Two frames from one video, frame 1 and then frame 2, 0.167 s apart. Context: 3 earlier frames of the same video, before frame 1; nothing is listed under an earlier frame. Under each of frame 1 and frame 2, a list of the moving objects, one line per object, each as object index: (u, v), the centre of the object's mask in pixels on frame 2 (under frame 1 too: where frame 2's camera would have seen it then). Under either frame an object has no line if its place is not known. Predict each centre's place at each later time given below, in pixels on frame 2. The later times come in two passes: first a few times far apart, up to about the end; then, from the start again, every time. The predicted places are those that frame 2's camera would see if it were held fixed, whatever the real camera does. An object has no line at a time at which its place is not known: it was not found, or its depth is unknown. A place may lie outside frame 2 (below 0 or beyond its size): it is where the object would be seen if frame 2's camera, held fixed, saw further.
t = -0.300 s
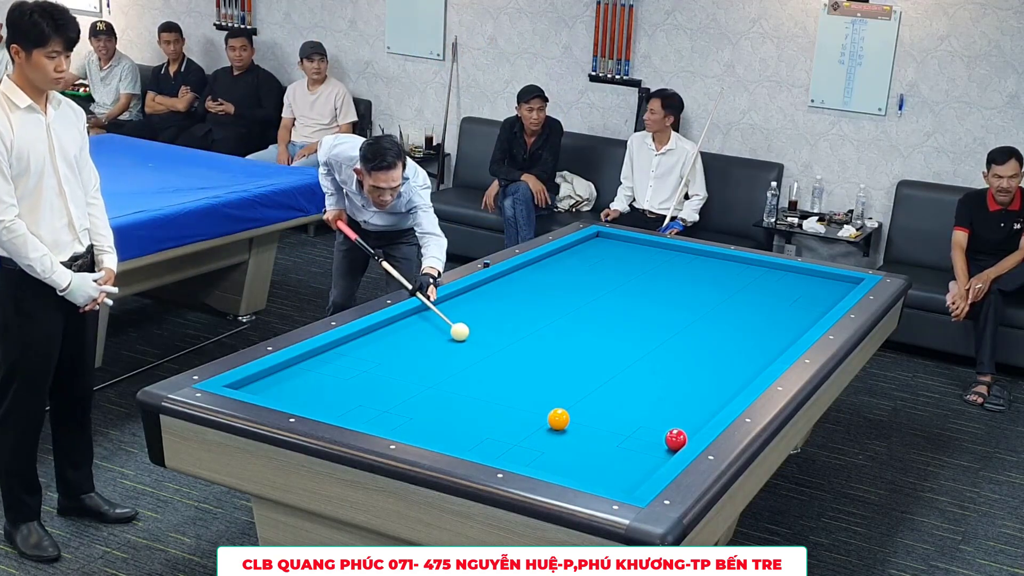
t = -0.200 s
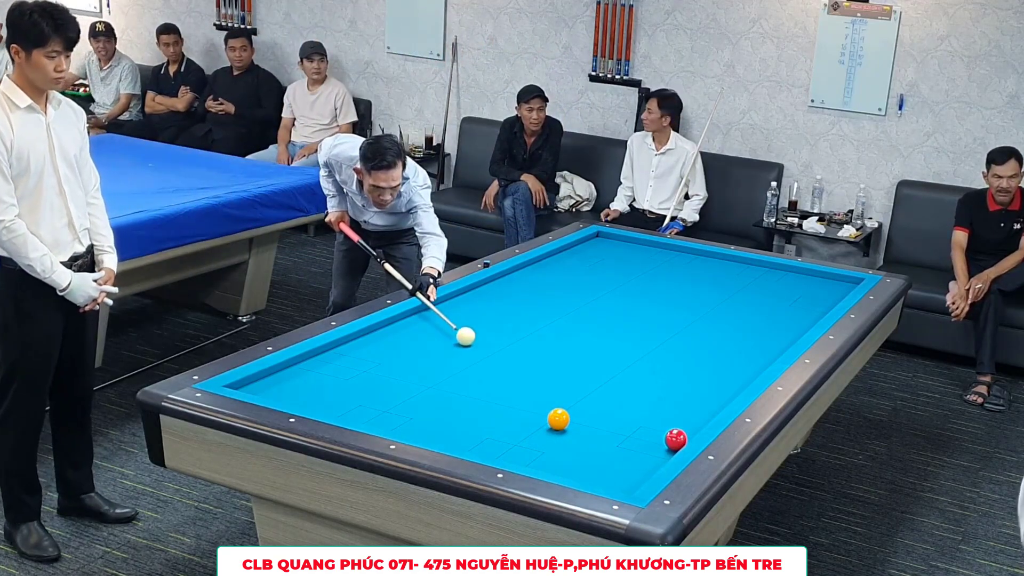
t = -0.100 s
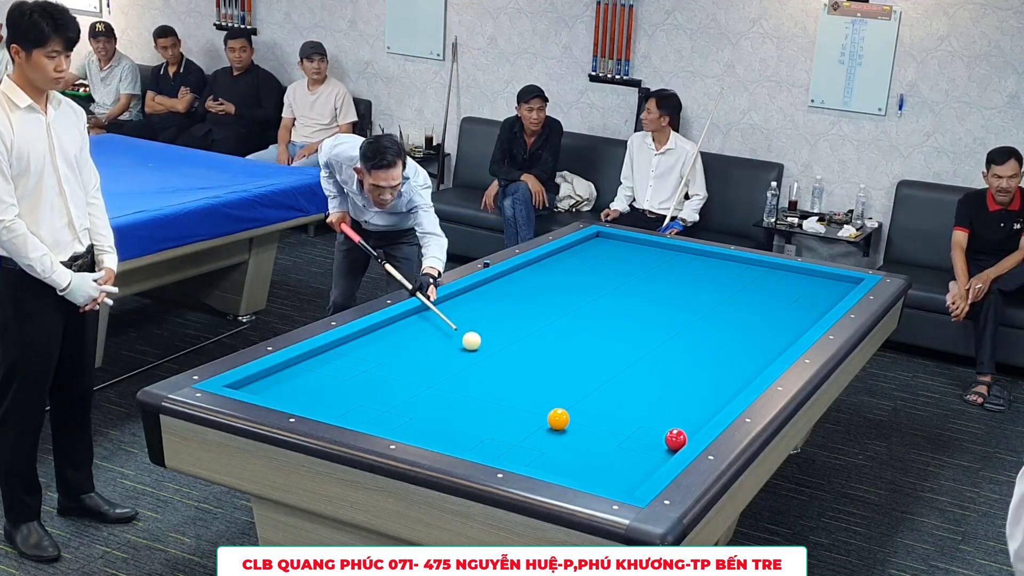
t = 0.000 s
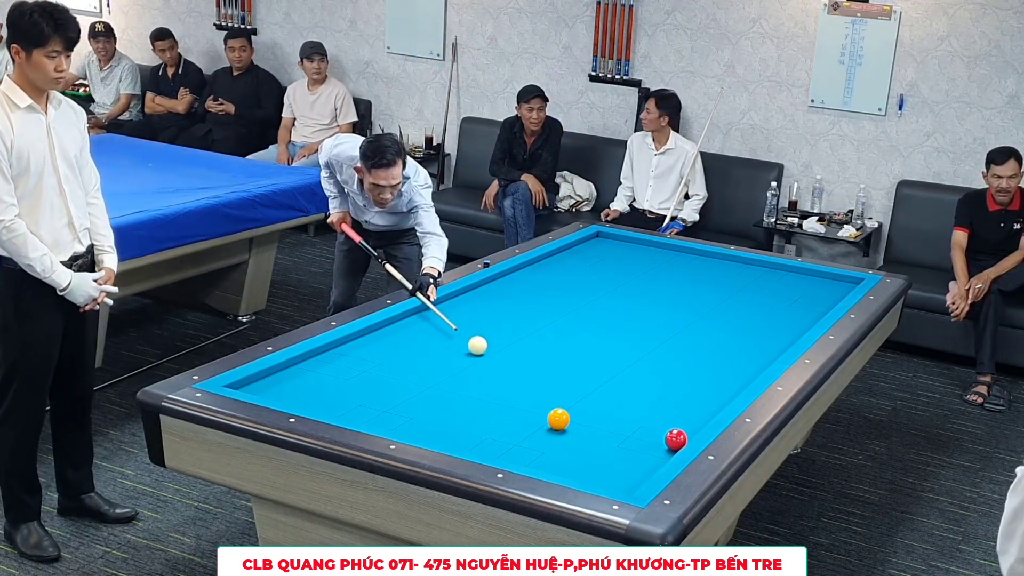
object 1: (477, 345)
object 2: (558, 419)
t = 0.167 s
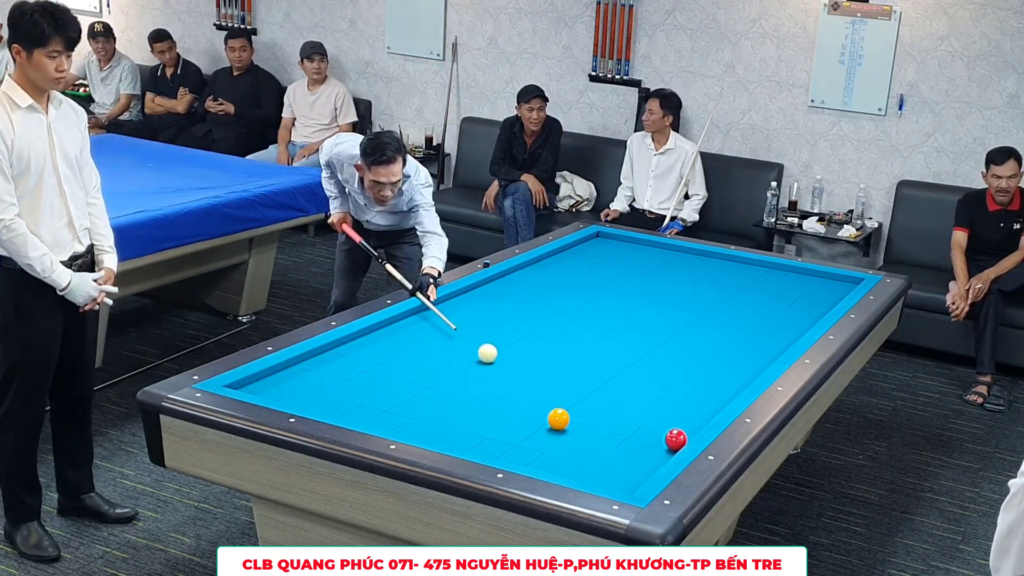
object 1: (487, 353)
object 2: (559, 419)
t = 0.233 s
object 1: (491, 356)
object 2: (559, 419)
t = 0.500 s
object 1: (508, 369)
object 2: (558, 419)
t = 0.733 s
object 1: (522, 381)
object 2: (559, 419)
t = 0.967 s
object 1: (537, 392)
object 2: (559, 419)
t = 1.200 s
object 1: (552, 403)
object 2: (559, 419)
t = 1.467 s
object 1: (573, 413)
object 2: (558, 423)
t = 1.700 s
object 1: (588, 418)
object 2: (556, 430)
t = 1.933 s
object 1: (605, 422)
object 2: (554, 437)
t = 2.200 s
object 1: (623, 426)
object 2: (552, 444)
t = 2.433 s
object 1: (638, 430)
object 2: (550, 451)
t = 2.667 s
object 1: (653, 434)
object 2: (548, 457)
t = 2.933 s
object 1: (657, 434)
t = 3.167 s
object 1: (655, 434)
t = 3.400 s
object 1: (654, 433)
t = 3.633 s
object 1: (653, 433)
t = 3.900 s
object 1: (652, 433)
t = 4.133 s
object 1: (652, 433)
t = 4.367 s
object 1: (652, 433)
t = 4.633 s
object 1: (652, 433)
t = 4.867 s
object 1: (652, 433)
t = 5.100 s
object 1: (652, 433)
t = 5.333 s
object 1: (652, 433)
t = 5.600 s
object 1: (652, 433)
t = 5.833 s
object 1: (652, 433)
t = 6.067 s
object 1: (652, 433)
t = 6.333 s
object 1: (652, 433)
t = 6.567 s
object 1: (652, 433)
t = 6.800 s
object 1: (652, 433)
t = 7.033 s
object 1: (652, 433)
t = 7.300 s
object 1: (652, 433)
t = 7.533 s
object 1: (652, 433)
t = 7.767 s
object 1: (652, 433)
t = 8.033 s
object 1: (652, 433)
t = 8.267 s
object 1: (652, 433)
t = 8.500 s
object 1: (652, 433)
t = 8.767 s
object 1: (652, 433)
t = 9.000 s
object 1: (652, 433)
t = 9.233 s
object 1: (652, 433)
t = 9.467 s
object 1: (652, 433)
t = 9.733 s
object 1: (652, 433)
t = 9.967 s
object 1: (652, 433)
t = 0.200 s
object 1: (489, 355)
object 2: (559, 419)
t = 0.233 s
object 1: (491, 356)
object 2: (559, 419)
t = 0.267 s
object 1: (494, 358)
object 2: (559, 419)
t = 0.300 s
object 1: (495, 360)
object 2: (558, 419)
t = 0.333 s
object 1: (497, 361)
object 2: (559, 419)
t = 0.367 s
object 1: (500, 363)
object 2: (559, 419)
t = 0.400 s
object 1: (502, 364)
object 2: (558, 419)
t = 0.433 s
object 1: (504, 366)
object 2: (558, 419)
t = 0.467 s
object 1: (506, 368)
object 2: (559, 419)
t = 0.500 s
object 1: (508, 369)
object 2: (558, 419)
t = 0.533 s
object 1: (510, 371)
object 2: (558, 419)
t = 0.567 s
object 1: (512, 372)
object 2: (559, 419)
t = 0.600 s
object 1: (514, 374)
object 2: (559, 419)
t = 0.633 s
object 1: (516, 376)
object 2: (559, 419)
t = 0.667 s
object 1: (518, 377)
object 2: (559, 419)
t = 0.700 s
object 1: (520, 379)
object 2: (559, 419)
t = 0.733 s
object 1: (522, 381)
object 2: (559, 419)
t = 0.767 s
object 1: (525, 382)
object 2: (559, 419)
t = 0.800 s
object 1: (527, 384)
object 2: (559, 419)
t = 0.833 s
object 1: (529, 386)
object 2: (559, 419)
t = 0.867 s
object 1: (531, 387)
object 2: (559, 419)
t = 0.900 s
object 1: (533, 389)
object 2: (559, 419)
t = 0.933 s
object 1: (535, 391)
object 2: (559, 419)
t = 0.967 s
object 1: (537, 392)
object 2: (559, 419)
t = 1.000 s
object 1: (540, 394)
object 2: (559, 419)
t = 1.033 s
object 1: (542, 396)
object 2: (559, 419)
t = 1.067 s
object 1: (544, 397)
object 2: (559, 419)
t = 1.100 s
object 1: (546, 399)
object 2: (559, 419)
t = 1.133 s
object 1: (548, 400)
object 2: (559, 419)
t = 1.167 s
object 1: (550, 402)
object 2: (559, 419)
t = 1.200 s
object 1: (552, 403)
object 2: (559, 419)
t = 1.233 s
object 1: (554, 404)
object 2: (559, 419)
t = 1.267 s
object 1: (557, 404)
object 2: (559, 419)
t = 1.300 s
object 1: (560, 405)
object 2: (559, 419)
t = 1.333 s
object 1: (563, 406)
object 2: (559, 419)
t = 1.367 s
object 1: (566, 408)
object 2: (558, 420)
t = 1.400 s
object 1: (569, 410)
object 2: (558, 421)
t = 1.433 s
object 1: (571, 411)
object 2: (558, 422)
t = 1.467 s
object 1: (573, 413)
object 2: (558, 423)
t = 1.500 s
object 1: (575, 414)
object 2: (557, 424)
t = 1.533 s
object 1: (576, 415)
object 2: (557, 425)
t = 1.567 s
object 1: (579, 415)
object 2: (557, 426)
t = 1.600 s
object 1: (581, 416)
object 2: (557, 427)
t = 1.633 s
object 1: (584, 417)
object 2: (556, 428)
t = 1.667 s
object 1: (586, 417)
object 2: (556, 429)
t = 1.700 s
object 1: (588, 418)
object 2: (556, 430)
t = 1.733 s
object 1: (591, 418)
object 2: (556, 431)
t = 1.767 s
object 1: (593, 419)
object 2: (555, 432)
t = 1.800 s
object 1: (595, 420)
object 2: (555, 433)
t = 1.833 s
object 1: (598, 420)
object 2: (555, 434)
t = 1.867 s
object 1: (600, 421)
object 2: (555, 435)
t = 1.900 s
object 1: (602, 421)
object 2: (555, 436)
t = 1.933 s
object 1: (605, 422)
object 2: (554, 437)
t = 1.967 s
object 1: (607, 422)
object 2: (554, 438)
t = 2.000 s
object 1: (609, 423)
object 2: (554, 439)
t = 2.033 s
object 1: (612, 424)
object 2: (553, 440)
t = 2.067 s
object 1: (614, 424)
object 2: (553, 441)
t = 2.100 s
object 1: (616, 425)
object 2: (553, 441)
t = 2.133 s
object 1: (619, 425)
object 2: (553, 442)
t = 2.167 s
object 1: (621, 426)
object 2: (552, 443)
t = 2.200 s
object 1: (623, 426)
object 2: (552, 444)
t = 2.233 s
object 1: (625, 427)
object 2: (552, 445)
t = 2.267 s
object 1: (627, 428)
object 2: (552, 446)
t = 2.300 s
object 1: (630, 428)
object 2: (551, 447)
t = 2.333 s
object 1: (632, 428)
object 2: (551, 448)
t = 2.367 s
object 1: (634, 429)
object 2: (551, 449)
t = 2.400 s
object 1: (636, 430)
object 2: (550, 450)
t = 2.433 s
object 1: (638, 430)
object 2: (550, 451)
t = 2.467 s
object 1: (641, 431)
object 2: (550, 451)
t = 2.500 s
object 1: (643, 431)
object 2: (550, 452)
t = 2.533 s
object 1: (645, 432)
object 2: (549, 453)
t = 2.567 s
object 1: (647, 432)
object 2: (549, 454)
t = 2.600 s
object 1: (649, 432)
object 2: (549, 455)
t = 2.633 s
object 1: (651, 433)
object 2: (548, 456)
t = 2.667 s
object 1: (653, 434)
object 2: (548, 457)
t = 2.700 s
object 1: (655, 434)
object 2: (548, 458)
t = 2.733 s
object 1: (655, 434)
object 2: (548, 459)
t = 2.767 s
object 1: (656, 434)
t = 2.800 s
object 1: (656, 434)
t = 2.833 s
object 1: (657, 434)
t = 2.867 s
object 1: (657, 434)
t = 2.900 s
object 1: (657, 434)
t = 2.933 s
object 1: (657, 434)
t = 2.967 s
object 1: (657, 434)
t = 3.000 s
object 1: (656, 434)
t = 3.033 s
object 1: (656, 434)
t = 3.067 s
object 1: (656, 434)
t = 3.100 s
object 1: (656, 434)
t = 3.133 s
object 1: (655, 434)
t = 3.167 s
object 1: (655, 434)
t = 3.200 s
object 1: (655, 434)
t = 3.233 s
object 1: (655, 434)
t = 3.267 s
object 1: (654, 434)
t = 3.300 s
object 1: (654, 434)
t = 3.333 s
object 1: (654, 434)
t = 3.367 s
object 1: (654, 433)
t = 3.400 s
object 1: (654, 433)
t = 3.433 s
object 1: (654, 433)
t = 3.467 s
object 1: (653, 433)
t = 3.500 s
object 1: (653, 433)
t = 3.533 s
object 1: (653, 433)
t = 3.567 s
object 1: (653, 433)
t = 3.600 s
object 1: (653, 433)
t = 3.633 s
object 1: (653, 433)
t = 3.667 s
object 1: (653, 433)
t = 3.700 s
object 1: (652, 433)
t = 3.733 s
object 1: (652, 433)
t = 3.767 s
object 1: (652, 433)
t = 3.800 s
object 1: (652, 433)
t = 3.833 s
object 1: (652, 433)
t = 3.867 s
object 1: (652, 433)
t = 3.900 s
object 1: (652, 433)
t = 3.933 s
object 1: (652, 433)
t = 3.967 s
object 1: (652, 433)
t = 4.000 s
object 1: (652, 433)
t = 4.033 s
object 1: (652, 433)
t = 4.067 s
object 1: (652, 433)
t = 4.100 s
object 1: (652, 433)
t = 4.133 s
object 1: (652, 433)
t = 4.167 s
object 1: (652, 433)
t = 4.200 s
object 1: (652, 433)
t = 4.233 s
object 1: (652, 433)
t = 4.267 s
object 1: (652, 433)
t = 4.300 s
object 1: (652, 433)
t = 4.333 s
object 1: (652, 433)
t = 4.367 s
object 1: (652, 433)
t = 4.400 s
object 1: (652, 433)
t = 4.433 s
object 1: (652, 433)
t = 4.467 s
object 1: (652, 433)
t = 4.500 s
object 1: (652, 433)
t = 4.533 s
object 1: (652, 433)
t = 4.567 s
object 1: (652, 433)
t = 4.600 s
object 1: (652, 433)
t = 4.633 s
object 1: (652, 433)
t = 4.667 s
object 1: (652, 433)
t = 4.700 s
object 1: (652, 433)
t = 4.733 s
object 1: (652, 433)
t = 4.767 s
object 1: (652, 433)
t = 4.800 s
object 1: (652, 433)
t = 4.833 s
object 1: (652, 433)
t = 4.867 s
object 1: (652, 433)
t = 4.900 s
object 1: (652, 433)
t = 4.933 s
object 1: (652, 433)
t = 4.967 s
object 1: (652, 433)
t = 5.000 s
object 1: (652, 433)
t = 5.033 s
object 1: (652, 433)
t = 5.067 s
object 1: (652, 433)
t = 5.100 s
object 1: (652, 433)
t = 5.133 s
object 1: (652, 433)
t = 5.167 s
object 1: (652, 433)
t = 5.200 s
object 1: (652, 433)
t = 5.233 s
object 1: (652, 433)
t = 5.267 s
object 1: (653, 433)
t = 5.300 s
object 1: (652, 433)
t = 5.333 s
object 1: (652, 433)
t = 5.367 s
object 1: (652, 433)
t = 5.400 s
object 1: (652, 433)
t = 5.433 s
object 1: (652, 433)
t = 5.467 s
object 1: (652, 433)
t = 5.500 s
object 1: (652, 433)
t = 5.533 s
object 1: (652, 433)
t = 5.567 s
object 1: (652, 433)
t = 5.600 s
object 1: (652, 433)
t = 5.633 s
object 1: (652, 433)
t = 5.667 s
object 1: (652, 433)
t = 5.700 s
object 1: (652, 433)
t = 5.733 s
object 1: (652, 433)
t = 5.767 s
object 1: (652, 433)
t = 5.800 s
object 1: (652, 433)
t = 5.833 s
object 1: (652, 433)
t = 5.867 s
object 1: (652, 433)
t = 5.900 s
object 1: (652, 433)
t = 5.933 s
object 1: (652, 433)
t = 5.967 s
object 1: (652, 433)
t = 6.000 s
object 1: (652, 433)
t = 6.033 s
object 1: (652, 433)
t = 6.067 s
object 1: (652, 433)
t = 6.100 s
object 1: (652, 433)
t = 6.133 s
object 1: (652, 433)
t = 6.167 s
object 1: (652, 433)
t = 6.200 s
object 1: (652, 433)
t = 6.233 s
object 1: (652, 433)
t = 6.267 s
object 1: (652, 433)
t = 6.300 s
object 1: (652, 433)
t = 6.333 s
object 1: (652, 433)
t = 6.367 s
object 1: (652, 433)
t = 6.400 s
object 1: (652, 433)
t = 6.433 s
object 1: (652, 433)
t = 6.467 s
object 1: (652, 433)
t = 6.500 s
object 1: (652, 433)
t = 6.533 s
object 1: (652, 433)
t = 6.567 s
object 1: (652, 433)
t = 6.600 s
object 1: (652, 433)
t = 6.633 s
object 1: (652, 433)
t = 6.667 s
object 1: (652, 433)
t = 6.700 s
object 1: (652, 433)
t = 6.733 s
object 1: (652, 433)
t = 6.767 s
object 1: (652, 433)
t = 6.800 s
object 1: (652, 433)
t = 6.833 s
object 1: (652, 433)
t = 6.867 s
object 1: (652, 433)
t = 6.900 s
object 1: (652, 433)
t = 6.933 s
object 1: (652, 433)
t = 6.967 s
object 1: (652, 433)
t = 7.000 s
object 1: (652, 433)
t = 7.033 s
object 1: (652, 433)
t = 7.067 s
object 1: (652, 433)
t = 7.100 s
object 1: (652, 433)
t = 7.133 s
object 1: (652, 433)
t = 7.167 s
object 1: (652, 433)
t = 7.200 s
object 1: (652, 433)
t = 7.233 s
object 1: (652, 433)
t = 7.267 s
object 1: (652, 433)
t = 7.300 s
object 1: (652, 433)
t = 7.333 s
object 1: (652, 433)
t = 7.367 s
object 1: (652, 433)
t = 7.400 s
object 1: (652, 433)
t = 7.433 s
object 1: (652, 433)
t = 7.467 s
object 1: (652, 433)
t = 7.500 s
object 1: (652, 433)
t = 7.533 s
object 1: (652, 433)
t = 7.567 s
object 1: (652, 433)
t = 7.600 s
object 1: (652, 433)
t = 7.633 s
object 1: (652, 433)
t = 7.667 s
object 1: (652, 433)
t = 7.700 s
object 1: (652, 433)
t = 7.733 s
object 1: (652, 433)
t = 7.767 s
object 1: (652, 433)
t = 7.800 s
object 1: (652, 433)
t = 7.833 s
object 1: (652, 433)
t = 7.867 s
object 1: (652, 433)
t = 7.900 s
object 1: (652, 433)
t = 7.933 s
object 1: (652, 433)
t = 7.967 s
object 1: (652, 433)
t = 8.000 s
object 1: (652, 433)
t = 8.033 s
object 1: (652, 433)
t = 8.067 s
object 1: (652, 433)
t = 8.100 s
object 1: (652, 433)
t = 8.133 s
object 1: (652, 433)
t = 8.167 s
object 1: (652, 433)
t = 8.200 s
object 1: (652, 433)
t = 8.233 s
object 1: (652, 433)
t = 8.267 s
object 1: (652, 433)
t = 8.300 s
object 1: (652, 433)
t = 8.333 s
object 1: (652, 433)
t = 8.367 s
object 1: (652, 433)
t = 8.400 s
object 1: (652, 433)
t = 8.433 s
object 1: (652, 433)
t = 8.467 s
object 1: (652, 433)
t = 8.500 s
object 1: (652, 433)
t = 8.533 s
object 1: (652, 433)
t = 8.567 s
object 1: (652, 433)
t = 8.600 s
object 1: (652, 433)
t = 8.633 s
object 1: (652, 433)
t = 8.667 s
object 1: (652, 433)
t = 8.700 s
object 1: (652, 433)
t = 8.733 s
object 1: (652, 433)
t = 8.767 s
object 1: (652, 433)
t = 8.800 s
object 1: (652, 433)
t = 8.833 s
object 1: (652, 433)
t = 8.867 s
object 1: (652, 433)
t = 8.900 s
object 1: (652, 433)
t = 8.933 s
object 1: (652, 433)
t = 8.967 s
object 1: (652, 433)
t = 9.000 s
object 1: (652, 433)
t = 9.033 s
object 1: (652, 433)
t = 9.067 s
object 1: (652, 433)
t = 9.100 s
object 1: (652, 433)
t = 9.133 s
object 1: (652, 433)
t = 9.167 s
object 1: (652, 433)
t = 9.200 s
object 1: (652, 433)
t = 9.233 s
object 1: (652, 433)
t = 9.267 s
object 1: (652, 433)
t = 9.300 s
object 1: (652, 433)
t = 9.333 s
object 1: (652, 433)
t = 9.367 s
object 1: (652, 433)
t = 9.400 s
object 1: (652, 433)
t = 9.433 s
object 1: (652, 433)
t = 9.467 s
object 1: (652, 433)
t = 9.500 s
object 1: (652, 433)
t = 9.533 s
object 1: (652, 433)
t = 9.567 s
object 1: (652, 433)
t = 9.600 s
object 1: (652, 433)
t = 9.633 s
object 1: (652, 433)
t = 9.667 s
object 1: (652, 433)
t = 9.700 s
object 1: (652, 433)
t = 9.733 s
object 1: (652, 433)
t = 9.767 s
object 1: (652, 433)
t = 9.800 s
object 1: (652, 433)
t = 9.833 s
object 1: (652, 433)
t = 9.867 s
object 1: (652, 433)
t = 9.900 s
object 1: (652, 433)
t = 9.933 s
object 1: (652, 433)
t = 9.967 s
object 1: (652, 433)
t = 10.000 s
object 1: (652, 433)
